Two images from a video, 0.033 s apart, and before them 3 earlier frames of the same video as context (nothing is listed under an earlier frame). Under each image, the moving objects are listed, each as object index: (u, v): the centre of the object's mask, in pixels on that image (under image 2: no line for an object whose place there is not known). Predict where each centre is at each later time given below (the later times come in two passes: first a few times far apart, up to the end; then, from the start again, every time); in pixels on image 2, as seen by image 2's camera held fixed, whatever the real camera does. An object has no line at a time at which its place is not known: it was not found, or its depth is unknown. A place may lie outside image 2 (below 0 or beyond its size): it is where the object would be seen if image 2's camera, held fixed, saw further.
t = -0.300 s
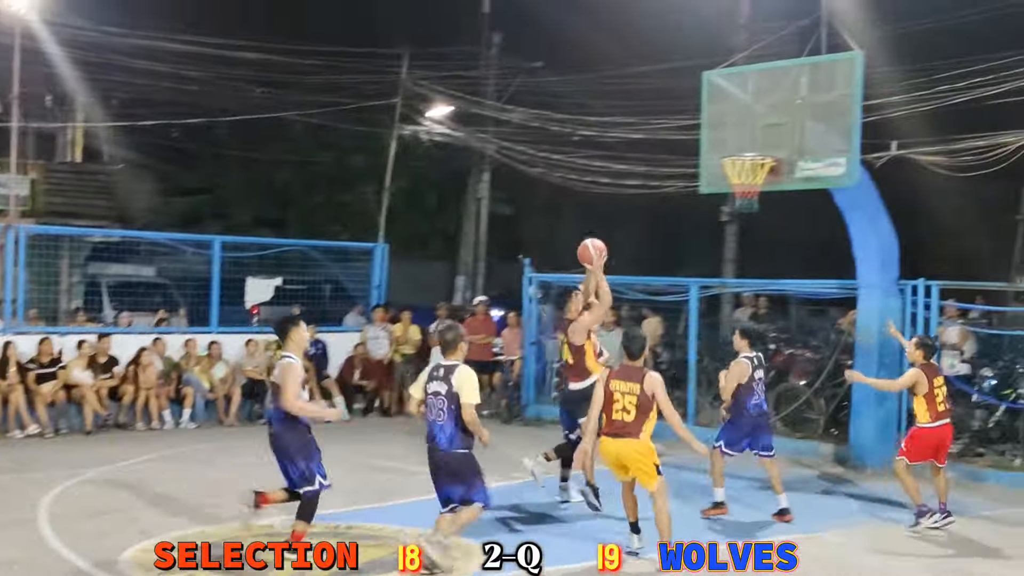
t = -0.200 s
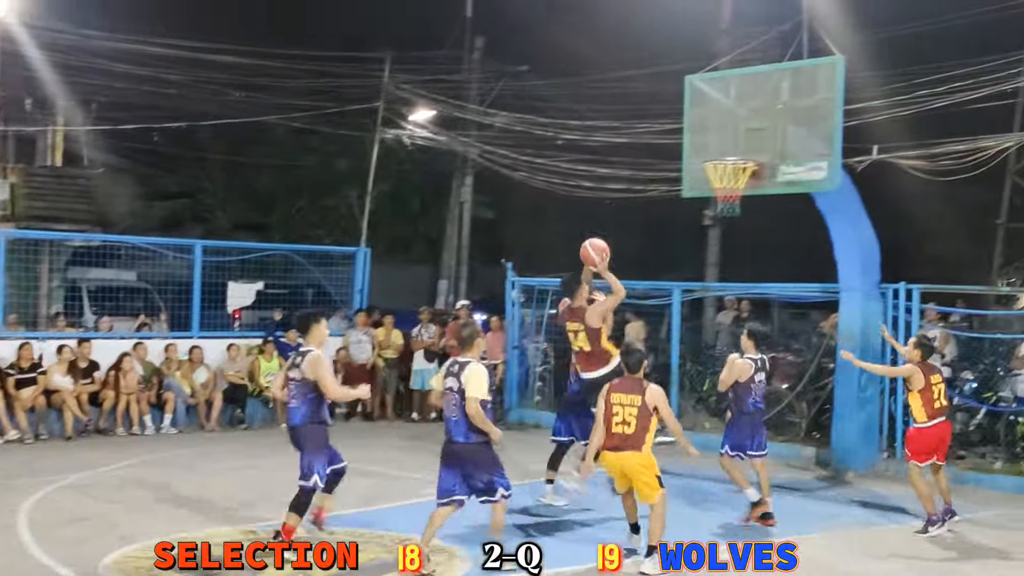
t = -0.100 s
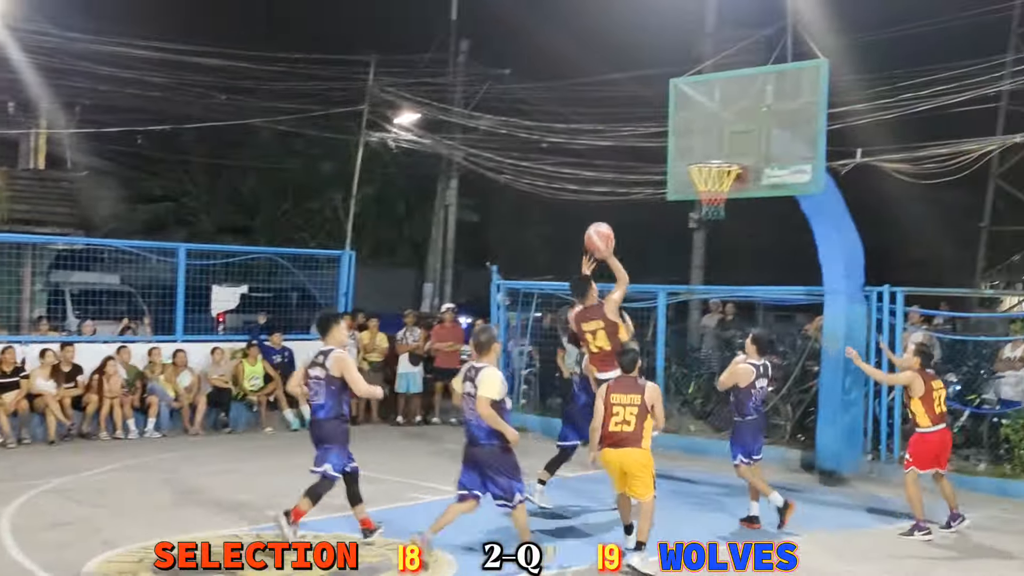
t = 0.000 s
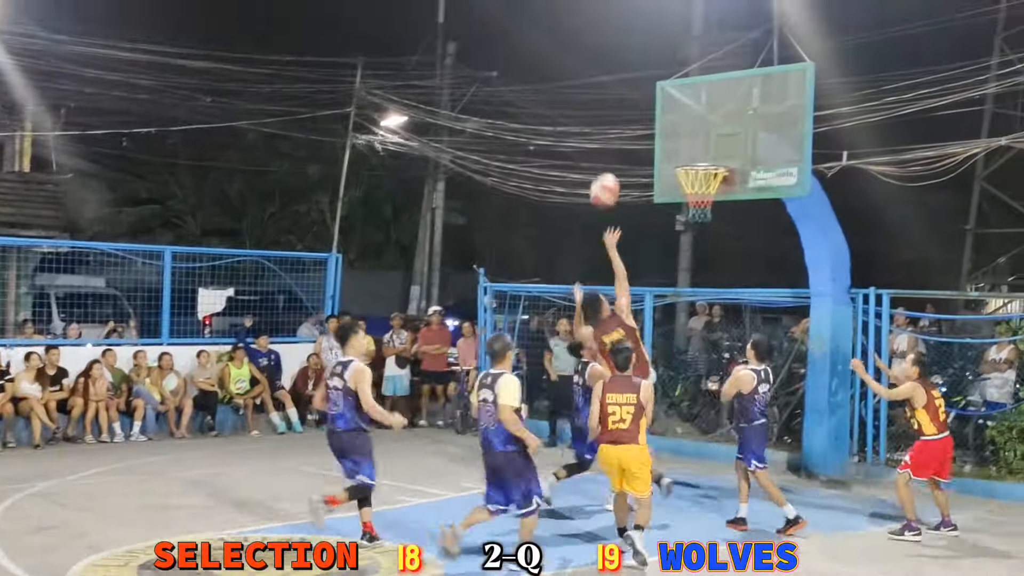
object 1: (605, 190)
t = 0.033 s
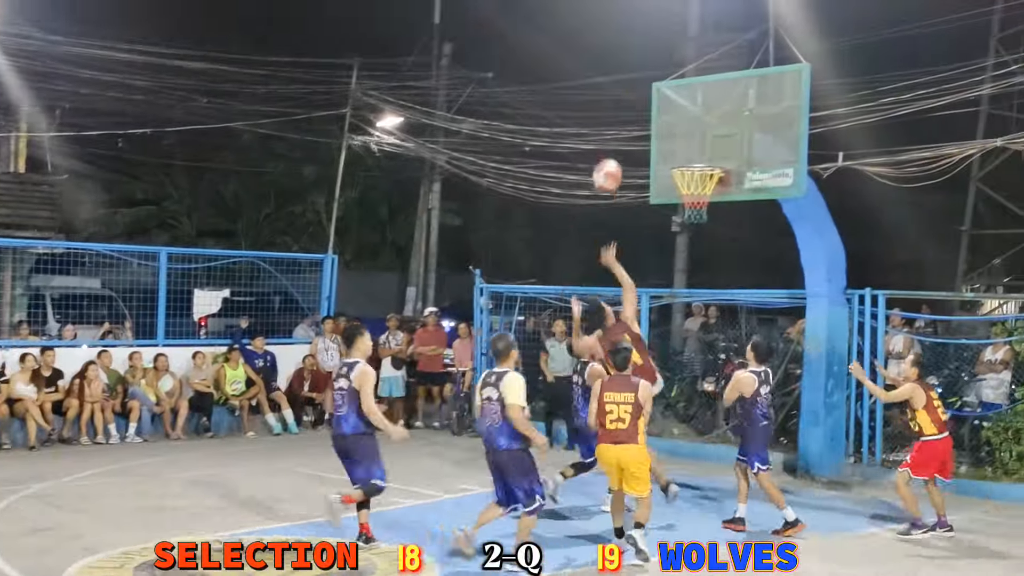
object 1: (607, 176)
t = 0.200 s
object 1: (638, 119)
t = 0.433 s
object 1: (680, 94)
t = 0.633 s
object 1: (708, 119)
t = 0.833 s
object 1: (704, 157)
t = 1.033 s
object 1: (701, 181)
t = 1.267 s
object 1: (700, 226)
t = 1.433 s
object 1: (697, 283)
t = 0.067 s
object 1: (614, 162)
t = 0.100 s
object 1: (620, 150)
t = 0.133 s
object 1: (627, 138)
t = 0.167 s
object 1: (633, 128)
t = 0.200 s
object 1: (638, 119)
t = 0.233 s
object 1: (644, 112)
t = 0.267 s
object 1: (650, 106)
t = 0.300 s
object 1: (656, 101)
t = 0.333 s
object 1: (662, 98)
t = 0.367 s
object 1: (667, 95)
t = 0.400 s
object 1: (673, 94)
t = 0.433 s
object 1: (680, 94)
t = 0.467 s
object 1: (684, 96)
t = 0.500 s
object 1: (689, 98)
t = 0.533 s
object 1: (693, 102)
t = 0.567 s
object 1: (698, 107)
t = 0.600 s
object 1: (704, 113)
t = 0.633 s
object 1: (708, 119)
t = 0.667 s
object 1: (712, 127)
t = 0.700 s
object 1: (717, 137)
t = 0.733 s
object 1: (719, 147)
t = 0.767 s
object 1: (715, 153)
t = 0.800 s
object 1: (709, 156)
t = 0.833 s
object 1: (704, 157)
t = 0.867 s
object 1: (698, 160)
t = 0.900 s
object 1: (695, 162)
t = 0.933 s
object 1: (697, 164)
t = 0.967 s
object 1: (700, 166)
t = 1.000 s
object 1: (701, 168)
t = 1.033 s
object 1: (701, 181)
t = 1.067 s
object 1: (702, 189)
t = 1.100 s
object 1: (700, 195)
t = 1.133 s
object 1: (700, 200)
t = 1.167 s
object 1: (700, 205)
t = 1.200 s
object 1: (701, 211)
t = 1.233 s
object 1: (701, 218)
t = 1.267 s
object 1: (700, 226)
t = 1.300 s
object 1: (700, 235)
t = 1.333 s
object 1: (698, 245)
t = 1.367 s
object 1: (697, 257)
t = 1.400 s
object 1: (697, 270)
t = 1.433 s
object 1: (697, 283)
